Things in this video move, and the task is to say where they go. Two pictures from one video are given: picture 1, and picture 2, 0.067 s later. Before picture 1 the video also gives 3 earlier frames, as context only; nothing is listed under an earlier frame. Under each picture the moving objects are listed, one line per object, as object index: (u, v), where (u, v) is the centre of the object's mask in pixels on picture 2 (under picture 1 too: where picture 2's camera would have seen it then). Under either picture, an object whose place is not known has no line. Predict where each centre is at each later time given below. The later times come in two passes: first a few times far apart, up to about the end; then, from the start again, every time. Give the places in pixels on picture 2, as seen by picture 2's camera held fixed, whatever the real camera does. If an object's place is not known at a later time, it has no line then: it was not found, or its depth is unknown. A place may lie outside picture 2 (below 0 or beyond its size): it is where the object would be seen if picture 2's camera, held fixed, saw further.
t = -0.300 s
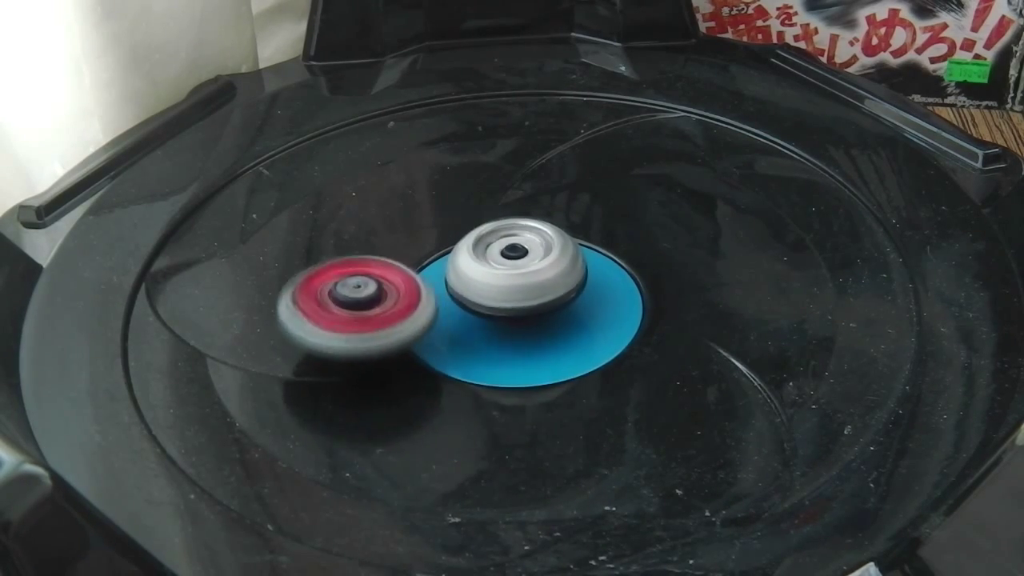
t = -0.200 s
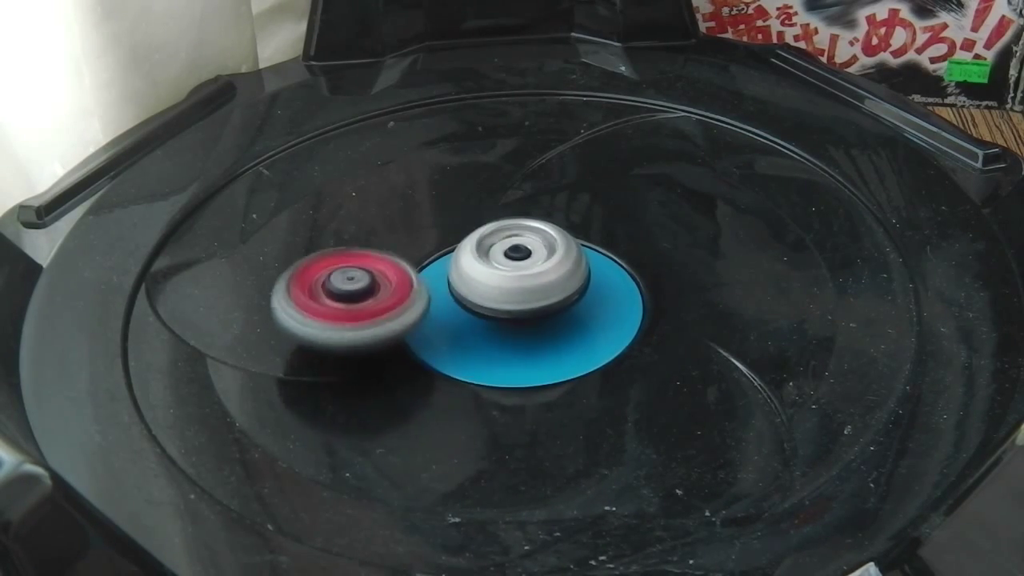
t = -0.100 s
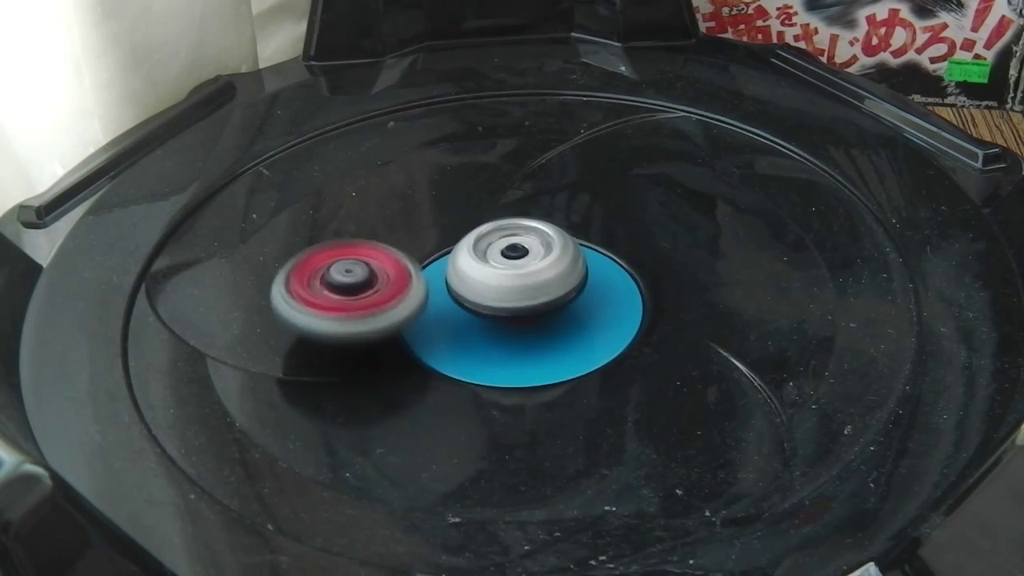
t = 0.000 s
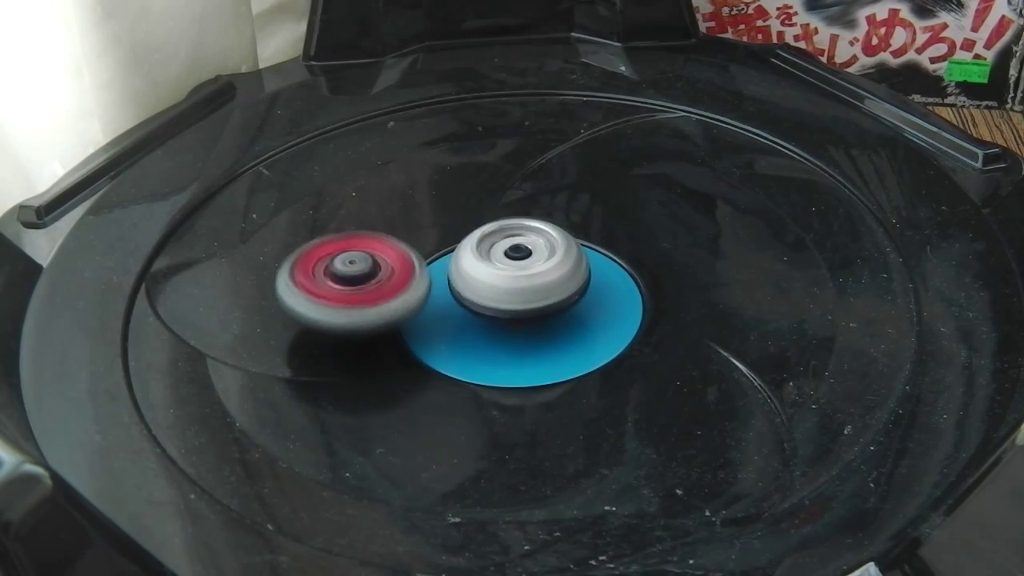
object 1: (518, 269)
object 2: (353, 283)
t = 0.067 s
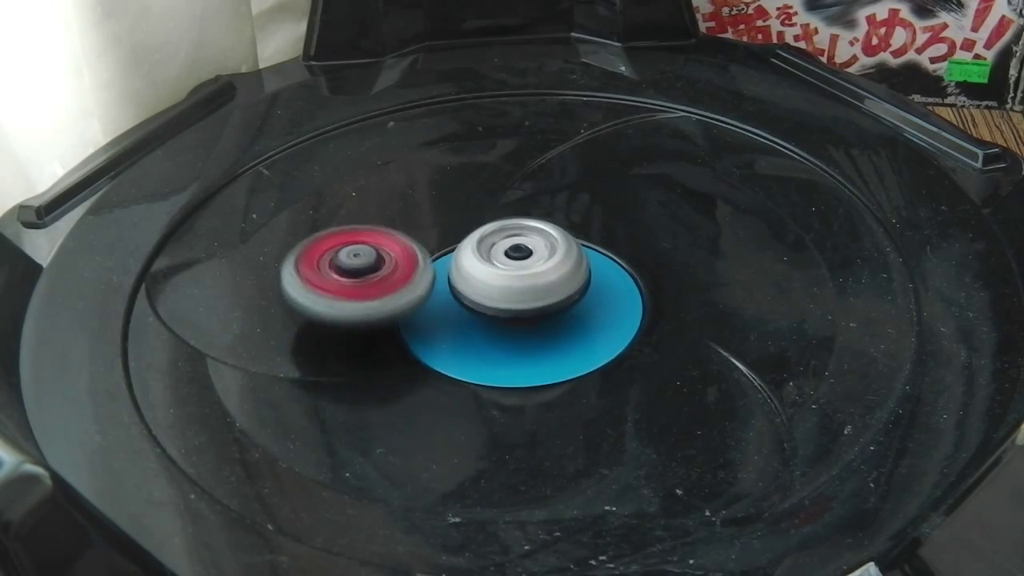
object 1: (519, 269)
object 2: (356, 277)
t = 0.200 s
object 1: (519, 268)
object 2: (368, 261)
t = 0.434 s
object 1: (518, 268)
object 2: (307, 232)
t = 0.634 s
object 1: (517, 268)
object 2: (298, 238)
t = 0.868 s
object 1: (517, 268)
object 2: (371, 245)
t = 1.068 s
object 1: (516, 268)
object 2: (385, 212)
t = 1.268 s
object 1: (516, 268)
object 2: (391, 195)
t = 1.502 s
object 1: (518, 269)
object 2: (415, 196)
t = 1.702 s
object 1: (520, 269)
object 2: (436, 163)
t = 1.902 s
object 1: (518, 268)
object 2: (414, 136)
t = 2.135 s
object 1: (519, 270)
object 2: (413, 156)
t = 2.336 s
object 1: (516, 272)
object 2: (470, 186)
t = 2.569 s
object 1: (516, 269)
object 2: (557, 162)
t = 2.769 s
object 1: (518, 270)
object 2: (578, 154)
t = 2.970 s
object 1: (519, 269)
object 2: (578, 169)
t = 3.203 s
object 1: (517, 268)
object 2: (612, 195)
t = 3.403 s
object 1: (516, 269)
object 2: (645, 207)
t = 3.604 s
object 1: (517, 270)
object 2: (648, 217)
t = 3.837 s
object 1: (519, 269)
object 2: (695, 205)
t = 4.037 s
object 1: (518, 268)
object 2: (669, 208)
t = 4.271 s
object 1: (519, 270)
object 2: (659, 229)
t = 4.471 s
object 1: (518, 270)
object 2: (690, 232)
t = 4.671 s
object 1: (519, 269)
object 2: (677, 236)
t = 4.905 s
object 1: (516, 269)
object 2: (671, 245)
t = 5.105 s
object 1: (517, 268)
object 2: (674, 249)
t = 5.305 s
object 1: (510, 265)
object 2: (743, 250)
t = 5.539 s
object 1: (518, 268)
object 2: (767, 240)
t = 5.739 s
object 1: (518, 268)
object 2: (709, 246)
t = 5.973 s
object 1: (516, 257)
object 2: (712, 280)
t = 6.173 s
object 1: (519, 267)
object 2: (778, 295)
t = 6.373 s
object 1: (518, 269)
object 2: (757, 295)
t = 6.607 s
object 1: (513, 253)
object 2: (687, 313)
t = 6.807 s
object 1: (525, 259)
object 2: (746, 380)
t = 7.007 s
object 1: (512, 272)
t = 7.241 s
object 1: (524, 272)
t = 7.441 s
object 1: (522, 269)
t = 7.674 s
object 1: (523, 269)
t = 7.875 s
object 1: (526, 269)
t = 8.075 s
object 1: (525, 268)
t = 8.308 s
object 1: (470, 232)
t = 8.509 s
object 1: (418, 217)
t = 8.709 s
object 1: (413, 201)
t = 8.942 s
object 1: (437, 189)
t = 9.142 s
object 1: (472, 191)
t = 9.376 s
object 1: (505, 228)
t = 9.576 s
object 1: (511, 271)
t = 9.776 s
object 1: (527, 269)
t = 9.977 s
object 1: (525, 269)
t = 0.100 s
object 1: (516, 268)
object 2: (359, 273)
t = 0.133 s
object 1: (518, 269)
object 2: (362, 268)
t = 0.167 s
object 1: (516, 268)
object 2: (365, 264)
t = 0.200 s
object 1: (519, 268)
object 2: (368, 261)
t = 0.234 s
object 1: (521, 269)
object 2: (364, 255)
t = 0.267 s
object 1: (517, 269)
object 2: (350, 248)
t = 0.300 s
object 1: (518, 268)
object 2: (340, 243)
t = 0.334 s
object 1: (515, 269)
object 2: (330, 239)
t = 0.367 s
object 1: (518, 269)
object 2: (321, 236)
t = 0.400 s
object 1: (516, 269)
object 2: (314, 233)
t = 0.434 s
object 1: (518, 268)
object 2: (307, 232)
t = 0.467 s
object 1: (516, 270)
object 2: (302, 232)
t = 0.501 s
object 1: (518, 268)
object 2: (298, 232)
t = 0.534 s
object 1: (516, 269)
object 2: (296, 233)
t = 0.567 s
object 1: (517, 268)
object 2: (295, 234)
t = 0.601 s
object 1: (516, 270)
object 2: (295, 236)
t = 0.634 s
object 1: (517, 268)
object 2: (298, 238)
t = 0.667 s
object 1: (516, 269)
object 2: (302, 241)
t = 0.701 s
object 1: (517, 268)
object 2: (309, 242)
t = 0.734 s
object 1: (517, 269)
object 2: (318, 244)
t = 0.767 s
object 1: (517, 268)
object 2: (329, 246)
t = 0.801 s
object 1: (516, 270)
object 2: (343, 247)
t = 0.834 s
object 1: (518, 268)
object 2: (356, 247)
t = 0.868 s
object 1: (517, 268)
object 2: (371, 245)
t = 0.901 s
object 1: (520, 270)
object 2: (377, 241)
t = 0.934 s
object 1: (518, 268)
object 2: (380, 234)
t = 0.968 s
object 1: (518, 269)
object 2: (381, 228)
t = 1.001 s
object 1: (516, 268)
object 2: (382, 223)
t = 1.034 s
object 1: (518, 270)
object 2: (384, 218)
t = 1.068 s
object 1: (516, 268)
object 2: (385, 212)
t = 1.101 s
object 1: (517, 270)
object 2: (386, 208)
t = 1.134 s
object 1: (517, 268)
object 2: (387, 204)
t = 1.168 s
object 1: (518, 270)
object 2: (388, 201)
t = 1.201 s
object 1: (516, 267)
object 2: (389, 198)
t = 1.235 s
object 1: (518, 270)
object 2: (390, 197)
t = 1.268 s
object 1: (516, 268)
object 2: (391, 195)
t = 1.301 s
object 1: (518, 269)
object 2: (393, 194)
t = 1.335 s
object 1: (516, 268)
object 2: (395, 193)
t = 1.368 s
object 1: (518, 269)
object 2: (397, 193)
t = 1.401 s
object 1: (515, 268)
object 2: (400, 193)
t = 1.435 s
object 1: (518, 270)
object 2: (404, 193)
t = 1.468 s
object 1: (516, 268)
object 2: (410, 195)
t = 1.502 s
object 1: (518, 269)
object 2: (415, 196)
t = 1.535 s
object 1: (515, 269)
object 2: (421, 196)
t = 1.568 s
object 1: (518, 269)
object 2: (428, 197)
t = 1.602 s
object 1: (516, 269)
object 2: (435, 197)
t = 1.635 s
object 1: (521, 273)
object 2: (440, 191)
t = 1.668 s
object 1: (504, 272)
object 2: (437, 175)
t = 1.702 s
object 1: (520, 269)
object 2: (436, 163)
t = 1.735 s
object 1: (511, 275)
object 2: (432, 155)
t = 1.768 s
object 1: (519, 267)
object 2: (429, 148)
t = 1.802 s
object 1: (520, 271)
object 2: (424, 144)
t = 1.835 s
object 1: (518, 265)
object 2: (421, 139)
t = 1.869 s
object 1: (518, 270)
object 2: (417, 138)
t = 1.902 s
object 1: (518, 268)
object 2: (414, 136)
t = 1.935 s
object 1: (517, 270)
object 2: (413, 136)
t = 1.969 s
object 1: (518, 268)
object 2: (411, 136)
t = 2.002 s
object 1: (518, 270)
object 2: (409, 138)
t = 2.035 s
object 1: (517, 268)
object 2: (409, 140)
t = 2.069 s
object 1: (518, 270)
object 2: (409, 145)
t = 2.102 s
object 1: (517, 269)
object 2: (411, 150)
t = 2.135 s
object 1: (519, 270)
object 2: (413, 156)
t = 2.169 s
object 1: (516, 268)
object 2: (416, 162)
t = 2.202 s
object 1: (519, 269)
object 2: (423, 170)
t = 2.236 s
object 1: (516, 269)
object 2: (431, 176)
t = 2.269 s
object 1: (519, 269)
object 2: (443, 184)
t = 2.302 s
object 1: (516, 269)
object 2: (457, 189)
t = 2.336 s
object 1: (516, 272)
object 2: (470, 186)
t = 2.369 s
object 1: (518, 269)
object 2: (485, 180)
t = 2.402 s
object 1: (519, 270)
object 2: (503, 177)
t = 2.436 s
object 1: (517, 269)
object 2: (518, 174)
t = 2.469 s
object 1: (520, 270)
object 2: (530, 170)
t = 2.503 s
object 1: (516, 269)
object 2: (540, 167)
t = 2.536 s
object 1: (519, 269)
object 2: (549, 164)
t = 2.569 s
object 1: (516, 269)
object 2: (557, 162)
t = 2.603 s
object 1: (519, 269)
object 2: (563, 160)
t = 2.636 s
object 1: (517, 269)
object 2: (567, 158)
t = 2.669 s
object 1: (519, 268)
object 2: (571, 156)
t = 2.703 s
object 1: (517, 270)
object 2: (574, 156)
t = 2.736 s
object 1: (518, 268)
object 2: (577, 155)
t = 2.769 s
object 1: (518, 270)
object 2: (578, 154)
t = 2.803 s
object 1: (518, 268)
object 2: (579, 155)
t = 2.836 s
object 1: (518, 270)
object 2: (579, 156)
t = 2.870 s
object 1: (517, 268)
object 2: (579, 158)
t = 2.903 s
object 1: (519, 270)
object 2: (579, 161)
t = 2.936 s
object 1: (517, 267)
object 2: (578, 164)
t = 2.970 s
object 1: (519, 269)
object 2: (578, 169)
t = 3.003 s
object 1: (516, 268)
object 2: (578, 173)
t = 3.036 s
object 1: (520, 269)
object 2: (578, 178)
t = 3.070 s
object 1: (516, 269)
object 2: (581, 184)
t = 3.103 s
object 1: (519, 269)
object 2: (585, 190)
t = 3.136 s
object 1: (509, 269)
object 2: (594, 190)
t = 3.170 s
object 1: (520, 270)
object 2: (604, 192)
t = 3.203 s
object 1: (517, 268)
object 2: (612, 195)
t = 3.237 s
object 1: (519, 270)
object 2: (620, 197)
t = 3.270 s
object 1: (516, 269)
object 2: (627, 200)
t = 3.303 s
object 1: (520, 269)
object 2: (632, 202)
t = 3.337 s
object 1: (516, 269)
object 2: (638, 203)
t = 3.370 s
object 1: (519, 269)
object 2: (642, 205)
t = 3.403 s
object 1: (516, 269)
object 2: (645, 207)
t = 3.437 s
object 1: (519, 268)
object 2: (647, 208)
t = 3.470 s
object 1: (516, 270)
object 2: (649, 210)
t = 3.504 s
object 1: (518, 268)
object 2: (650, 212)
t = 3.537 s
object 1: (517, 269)
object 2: (650, 214)
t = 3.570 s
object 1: (518, 268)
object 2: (649, 215)
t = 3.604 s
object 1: (517, 270)
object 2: (648, 217)
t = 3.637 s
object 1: (518, 268)
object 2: (647, 218)
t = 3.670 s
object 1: (508, 269)
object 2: (656, 217)
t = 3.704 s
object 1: (516, 266)
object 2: (672, 214)
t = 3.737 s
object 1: (512, 272)
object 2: (682, 212)
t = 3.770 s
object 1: (519, 269)
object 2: (689, 209)
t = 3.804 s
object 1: (518, 270)
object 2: (694, 206)
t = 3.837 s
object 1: (519, 269)
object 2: (695, 205)
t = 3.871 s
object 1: (517, 269)
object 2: (695, 204)
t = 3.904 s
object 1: (518, 268)
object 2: (692, 203)
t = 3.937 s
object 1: (518, 270)
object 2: (689, 203)
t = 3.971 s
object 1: (518, 268)
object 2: (683, 204)
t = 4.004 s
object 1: (519, 270)
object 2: (676, 206)
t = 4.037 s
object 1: (518, 268)
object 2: (669, 208)
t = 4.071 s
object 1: (519, 270)
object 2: (661, 212)
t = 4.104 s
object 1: (517, 268)
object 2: (655, 215)
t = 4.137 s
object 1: (519, 270)
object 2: (648, 219)
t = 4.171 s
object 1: (513, 266)
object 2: (650, 223)
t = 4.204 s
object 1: (518, 270)
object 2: (656, 225)
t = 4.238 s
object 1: (517, 269)
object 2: (658, 226)
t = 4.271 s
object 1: (519, 270)
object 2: (659, 229)
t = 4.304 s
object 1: (517, 268)
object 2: (660, 231)
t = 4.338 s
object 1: (516, 269)
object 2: (660, 233)
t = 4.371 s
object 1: (513, 266)
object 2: (674, 234)
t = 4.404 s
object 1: (518, 271)
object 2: (681, 232)
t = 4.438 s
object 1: (518, 269)
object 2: (686, 233)
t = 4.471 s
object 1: (518, 270)
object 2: (690, 232)
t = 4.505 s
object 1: (517, 268)
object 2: (691, 232)
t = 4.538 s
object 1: (519, 270)
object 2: (691, 232)
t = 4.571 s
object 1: (517, 268)
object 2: (689, 232)
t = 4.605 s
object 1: (519, 269)
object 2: (686, 233)
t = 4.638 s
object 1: (517, 268)
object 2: (682, 234)
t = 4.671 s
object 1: (519, 269)
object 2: (677, 236)
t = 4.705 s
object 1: (517, 268)
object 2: (671, 237)
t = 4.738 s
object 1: (519, 268)
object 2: (664, 240)
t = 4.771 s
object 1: (514, 268)
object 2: (666, 241)
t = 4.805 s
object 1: (519, 270)
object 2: (667, 243)
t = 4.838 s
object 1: (517, 268)
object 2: (667, 244)
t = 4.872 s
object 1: (517, 269)
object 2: (668, 245)
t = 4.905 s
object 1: (516, 269)
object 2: (671, 245)
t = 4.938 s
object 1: (519, 269)
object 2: (670, 246)
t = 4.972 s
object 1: (517, 268)
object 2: (670, 247)
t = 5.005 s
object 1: (518, 269)
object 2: (667, 248)
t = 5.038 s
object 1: (515, 268)
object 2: (673, 248)
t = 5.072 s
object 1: (519, 269)
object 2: (674, 248)
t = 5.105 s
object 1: (517, 268)
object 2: (674, 249)
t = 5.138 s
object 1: (519, 269)
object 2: (673, 249)
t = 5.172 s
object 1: (516, 269)
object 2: (670, 250)
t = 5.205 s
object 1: (515, 267)
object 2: (670, 250)
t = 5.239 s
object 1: (513, 259)
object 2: (705, 252)
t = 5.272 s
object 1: (517, 270)
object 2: (729, 251)
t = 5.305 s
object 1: (510, 265)
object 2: (743, 250)
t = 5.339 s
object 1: (520, 272)
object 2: (754, 249)
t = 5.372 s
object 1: (516, 270)
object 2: (762, 246)
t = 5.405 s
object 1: (522, 270)
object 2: (768, 244)
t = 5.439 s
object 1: (518, 269)
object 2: (770, 242)
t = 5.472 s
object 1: (519, 269)
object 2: (771, 240)
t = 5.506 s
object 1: (518, 270)
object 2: (770, 241)
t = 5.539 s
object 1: (518, 268)
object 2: (767, 240)
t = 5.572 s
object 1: (519, 270)
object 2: (763, 240)
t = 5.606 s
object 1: (518, 269)
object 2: (755, 240)
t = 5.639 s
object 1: (520, 269)
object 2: (747, 240)
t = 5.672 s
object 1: (517, 268)
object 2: (735, 243)
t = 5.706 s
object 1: (520, 269)
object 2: (723, 243)
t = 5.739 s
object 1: (518, 268)
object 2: (709, 246)
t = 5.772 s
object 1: (520, 268)
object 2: (694, 249)
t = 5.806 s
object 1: (517, 269)
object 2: (678, 252)
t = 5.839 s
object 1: (513, 266)
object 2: (673, 259)
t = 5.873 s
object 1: (519, 269)
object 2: (676, 262)
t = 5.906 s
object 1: (518, 269)
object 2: (674, 265)
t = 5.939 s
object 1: (510, 265)
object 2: (683, 274)
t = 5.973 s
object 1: (516, 257)
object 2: (712, 280)
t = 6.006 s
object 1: (514, 268)
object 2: (731, 286)
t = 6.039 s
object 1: (511, 263)
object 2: (745, 291)
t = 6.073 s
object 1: (519, 271)
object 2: (758, 292)
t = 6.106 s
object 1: (514, 268)
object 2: (769, 293)
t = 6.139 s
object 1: (523, 270)
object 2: (775, 295)
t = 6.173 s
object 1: (519, 267)
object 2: (778, 295)
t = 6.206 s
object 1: (520, 270)
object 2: (780, 294)
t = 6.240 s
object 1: (518, 269)
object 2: (780, 296)
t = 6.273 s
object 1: (521, 269)
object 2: (777, 296)
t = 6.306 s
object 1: (518, 269)
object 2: (773, 294)
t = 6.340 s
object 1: (521, 268)
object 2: (767, 294)
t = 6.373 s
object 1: (518, 269)
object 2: (757, 295)
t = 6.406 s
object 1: (521, 268)
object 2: (746, 294)
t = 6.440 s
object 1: (519, 270)
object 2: (733, 292)
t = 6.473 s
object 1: (520, 268)
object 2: (719, 293)
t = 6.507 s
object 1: (520, 270)
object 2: (701, 294)
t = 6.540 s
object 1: (519, 268)
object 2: (684, 295)
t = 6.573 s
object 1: (519, 269)
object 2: (668, 297)
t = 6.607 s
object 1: (513, 253)
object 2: (687, 313)
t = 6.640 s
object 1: (532, 260)
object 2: (695, 325)
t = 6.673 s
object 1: (507, 263)
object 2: (702, 334)
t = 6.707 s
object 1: (518, 251)
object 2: (709, 346)
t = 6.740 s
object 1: (526, 268)
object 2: (719, 360)
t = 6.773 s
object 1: (506, 259)
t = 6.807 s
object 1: (525, 259)
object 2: (746, 380)
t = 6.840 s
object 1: (511, 269)
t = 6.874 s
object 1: (511, 255)
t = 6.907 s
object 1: (526, 269)
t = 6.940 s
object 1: (504, 266)
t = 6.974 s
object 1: (520, 260)
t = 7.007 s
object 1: (512, 272)
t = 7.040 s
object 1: (509, 261)
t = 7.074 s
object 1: (524, 271)
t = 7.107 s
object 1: (509, 270)
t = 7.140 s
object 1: (524, 268)
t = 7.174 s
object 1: (517, 273)
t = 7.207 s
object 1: (523, 267)
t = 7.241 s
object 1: (524, 272)
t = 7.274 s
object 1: (525, 267)
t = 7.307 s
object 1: (524, 270)
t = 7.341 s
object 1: (523, 260)
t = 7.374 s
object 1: (518, 265)
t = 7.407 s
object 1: (518, 259)
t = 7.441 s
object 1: (522, 269)
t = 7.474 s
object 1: (515, 266)
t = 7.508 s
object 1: (526, 272)
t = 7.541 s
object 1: (522, 270)
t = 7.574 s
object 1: (527, 269)
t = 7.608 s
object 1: (522, 268)
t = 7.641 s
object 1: (525, 269)
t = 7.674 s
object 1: (523, 269)
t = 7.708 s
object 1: (526, 268)
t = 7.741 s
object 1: (524, 270)
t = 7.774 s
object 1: (525, 268)
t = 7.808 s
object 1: (525, 270)
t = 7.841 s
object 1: (523, 268)
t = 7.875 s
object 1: (526, 269)
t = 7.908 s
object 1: (523, 268)
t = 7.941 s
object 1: (526, 269)
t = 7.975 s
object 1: (523, 269)
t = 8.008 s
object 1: (526, 268)
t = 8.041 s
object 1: (524, 270)
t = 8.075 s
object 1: (525, 268)
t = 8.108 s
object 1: (525, 269)
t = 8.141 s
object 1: (523, 268)
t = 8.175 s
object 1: (526, 270)
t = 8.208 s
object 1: (523, 268)
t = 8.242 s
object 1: (497, 252)
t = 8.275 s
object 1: (481, 240)
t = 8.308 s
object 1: (470, 232)
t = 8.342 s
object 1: (458, 226)
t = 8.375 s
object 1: (447, 224)
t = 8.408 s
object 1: (438, 221)
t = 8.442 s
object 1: (429, 219)
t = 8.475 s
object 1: (423, 218)
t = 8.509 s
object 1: (418, 217)
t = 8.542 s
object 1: (415, 215)
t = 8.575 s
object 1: (413, 212)
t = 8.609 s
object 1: (412, 209)
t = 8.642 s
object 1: (411, 206)
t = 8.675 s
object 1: (412, 204)
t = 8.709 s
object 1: (413, 201)
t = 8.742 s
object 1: (414, 199)
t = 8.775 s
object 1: (416, 196)
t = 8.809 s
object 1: (420, 195)
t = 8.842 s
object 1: (423, 193)
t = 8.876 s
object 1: (427, 191)
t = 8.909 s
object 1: (431, 190)
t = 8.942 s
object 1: (437, 189)
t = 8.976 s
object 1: (442, 189)
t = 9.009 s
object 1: (447, 188)
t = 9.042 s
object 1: (453, 188)
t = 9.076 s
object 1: (459, 189)
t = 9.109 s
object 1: (465, 190)
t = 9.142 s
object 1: (472, 191)
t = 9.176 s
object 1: (479, 194)
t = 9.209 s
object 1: (485, 196)
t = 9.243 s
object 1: (490, 203)
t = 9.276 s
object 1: (494, 210)
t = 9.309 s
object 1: (498, 216)
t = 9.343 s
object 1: (502, 222)
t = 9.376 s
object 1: (505, 228)
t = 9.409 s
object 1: (509, 234)
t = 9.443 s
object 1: (511, 239)
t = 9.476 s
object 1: (513, 246)
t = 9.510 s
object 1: (515, 257)
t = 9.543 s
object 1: (519, 276)
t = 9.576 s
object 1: (511, 271)
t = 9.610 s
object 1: (528, 273)
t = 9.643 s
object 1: (519, 277)
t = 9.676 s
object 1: (527, 268)
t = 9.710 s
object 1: (528, 274)
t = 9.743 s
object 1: (524, 265)
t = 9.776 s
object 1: (527, 269)
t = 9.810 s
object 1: (520, 266)
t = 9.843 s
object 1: (524, 270)
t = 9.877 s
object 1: (523, 268)
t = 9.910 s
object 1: (525, 269)
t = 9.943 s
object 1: (522, 269)
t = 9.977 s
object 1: (525, 269)
